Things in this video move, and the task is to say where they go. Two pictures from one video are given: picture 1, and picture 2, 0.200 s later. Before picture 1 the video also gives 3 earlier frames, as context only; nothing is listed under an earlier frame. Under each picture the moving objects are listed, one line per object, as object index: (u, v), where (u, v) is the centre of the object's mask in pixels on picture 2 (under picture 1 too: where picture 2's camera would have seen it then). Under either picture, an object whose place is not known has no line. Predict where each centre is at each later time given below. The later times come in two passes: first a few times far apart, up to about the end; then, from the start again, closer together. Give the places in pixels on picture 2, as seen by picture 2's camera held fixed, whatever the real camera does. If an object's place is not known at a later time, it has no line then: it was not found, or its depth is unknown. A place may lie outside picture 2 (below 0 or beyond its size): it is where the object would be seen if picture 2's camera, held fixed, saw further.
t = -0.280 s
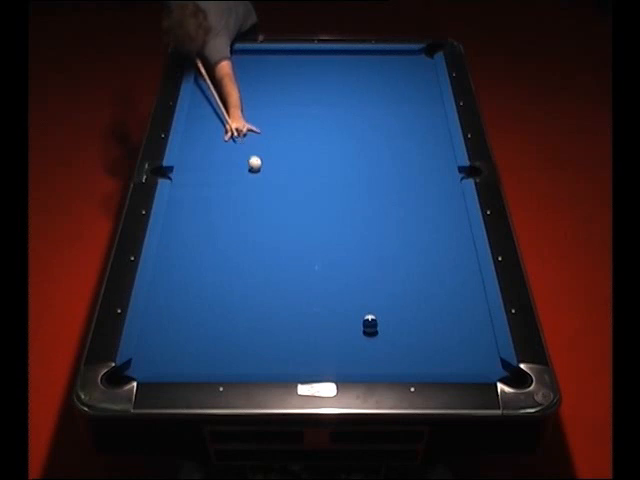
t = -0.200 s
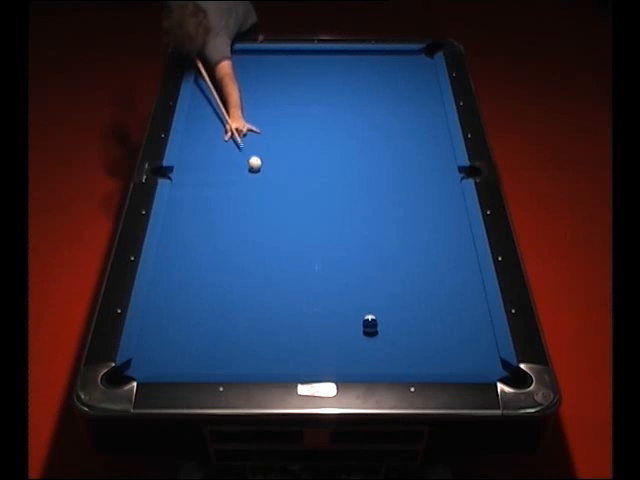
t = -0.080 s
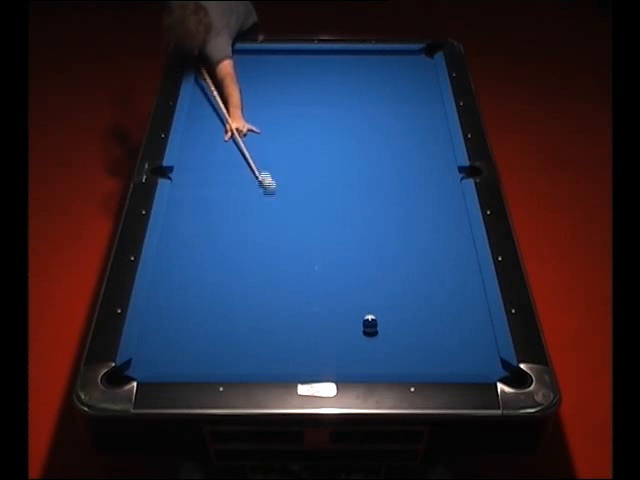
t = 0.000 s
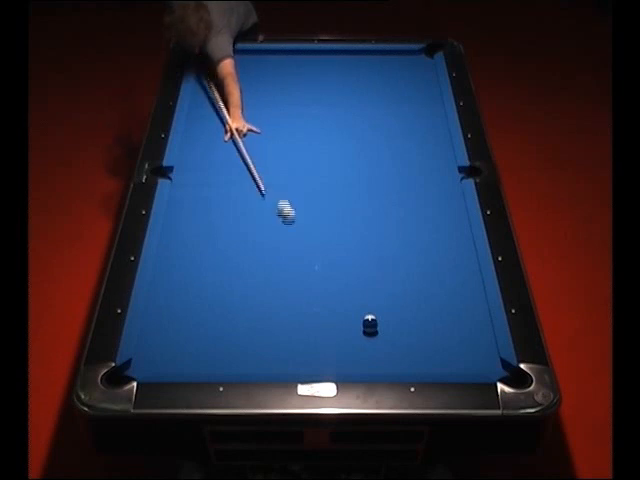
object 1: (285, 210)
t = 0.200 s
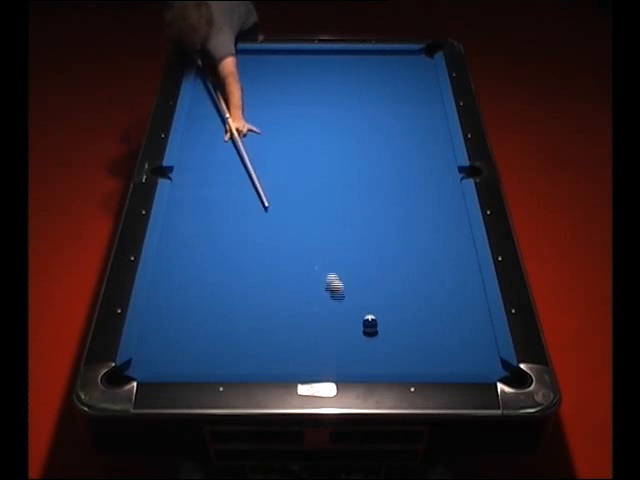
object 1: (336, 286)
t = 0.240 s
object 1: (346, 300)
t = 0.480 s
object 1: (322, 356)
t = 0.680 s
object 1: (285, 355)
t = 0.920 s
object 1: (240, 336)
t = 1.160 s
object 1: (197, 319)
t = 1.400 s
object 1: (157, 303)
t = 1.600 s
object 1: (171, 287)
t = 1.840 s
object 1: (195, 270)
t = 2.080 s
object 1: (216, 254)
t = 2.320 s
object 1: (236, 238)
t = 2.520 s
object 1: (252, 227)
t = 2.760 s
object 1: (269, 214)
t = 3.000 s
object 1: (285, 202)
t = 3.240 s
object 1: (300, 191)
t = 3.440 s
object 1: (311, 183)
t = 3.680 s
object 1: (324, 173)
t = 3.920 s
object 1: (335, 165)
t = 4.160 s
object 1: (346, 157)
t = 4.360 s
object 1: (354, 151)
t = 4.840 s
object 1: (369, 137)
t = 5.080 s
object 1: (377, 131)
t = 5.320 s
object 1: (385, 126)
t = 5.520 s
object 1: (391, 123)
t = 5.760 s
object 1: (397, 119)
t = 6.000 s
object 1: (402, 115)
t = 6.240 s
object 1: (407, 112)
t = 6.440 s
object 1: (411, 110)
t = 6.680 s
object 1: (415, 107)
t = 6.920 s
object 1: (418, 105)
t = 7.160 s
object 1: (421, 103)
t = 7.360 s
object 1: (424, 101)
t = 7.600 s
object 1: (425, 100)
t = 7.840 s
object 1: (426, 100)
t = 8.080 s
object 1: (427, 99)
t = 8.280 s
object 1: (427, 99)
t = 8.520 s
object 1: (427, 99)
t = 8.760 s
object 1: (427, 99)
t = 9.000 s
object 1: (427, 99)
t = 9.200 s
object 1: (428, 99)
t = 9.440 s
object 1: (428, 99)
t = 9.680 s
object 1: (428, 99)
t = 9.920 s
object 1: (428, 99)
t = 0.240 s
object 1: (346, 300)
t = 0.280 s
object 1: (354, 317)
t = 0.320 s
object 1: (350, 325)
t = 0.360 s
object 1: (343, 333)
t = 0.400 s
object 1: (335, 341)
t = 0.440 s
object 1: (329, 348)
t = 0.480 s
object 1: (322, 356)
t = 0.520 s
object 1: (317, 361)
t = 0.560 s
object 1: (311, 365)
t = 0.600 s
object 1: (302, 363)
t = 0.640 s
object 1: (294, 358)
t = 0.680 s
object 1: (285, 355)
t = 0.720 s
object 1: (278, 352)
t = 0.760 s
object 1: (270, 349)
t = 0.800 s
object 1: (263, 345)
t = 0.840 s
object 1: (255, 342)
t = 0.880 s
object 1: (247, 339)
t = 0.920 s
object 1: (240, 336)
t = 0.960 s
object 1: (232, 334)
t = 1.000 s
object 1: (225, 330)
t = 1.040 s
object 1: (218, 327)
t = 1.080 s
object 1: (211, 324)
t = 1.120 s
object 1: (204, 322)
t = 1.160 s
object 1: (197, 319)
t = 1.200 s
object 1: (190, 316)
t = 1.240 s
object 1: (183, 313)
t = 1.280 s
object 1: (177, 311)
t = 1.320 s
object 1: (170, 308)
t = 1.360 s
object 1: (164, 306)
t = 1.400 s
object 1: (157, 303)
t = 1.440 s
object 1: (153, 300)
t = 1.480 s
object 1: (158, 297)
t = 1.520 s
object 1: (163, 294)
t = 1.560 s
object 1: (167, 290)
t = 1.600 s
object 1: (171, 287)
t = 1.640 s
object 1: (175, 284)
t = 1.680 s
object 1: (180, 281)
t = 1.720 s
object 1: (183, 278)
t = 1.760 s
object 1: (187, 275)
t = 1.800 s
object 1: (191, 272)
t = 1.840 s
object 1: (195, 270)
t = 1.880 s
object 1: (199, 267)
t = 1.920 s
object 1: (202, 264)
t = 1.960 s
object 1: (206, 261)
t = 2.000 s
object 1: (209, 259)
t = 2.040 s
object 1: (213, 256)
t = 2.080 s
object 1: (216, 254)
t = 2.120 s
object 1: (220, 251)
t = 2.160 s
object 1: (223, 248)
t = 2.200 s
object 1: (227, 246)
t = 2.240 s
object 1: (230, 243)
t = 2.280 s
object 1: (233, 241)
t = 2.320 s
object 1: (236, 238)
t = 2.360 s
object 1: (240, 236)
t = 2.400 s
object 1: (243, 234)
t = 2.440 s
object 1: (246, 231)
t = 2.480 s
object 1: (249, 229)
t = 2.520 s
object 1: (252, 227)
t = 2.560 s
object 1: (255, 224)
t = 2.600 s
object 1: (258, 223)
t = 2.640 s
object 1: (261, 220)
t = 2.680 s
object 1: (264, 218)
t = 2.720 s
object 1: (266, 216)
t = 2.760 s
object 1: (269, 214)
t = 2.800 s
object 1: (272, 212)
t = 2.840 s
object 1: (275, 210)
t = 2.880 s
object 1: (277, 208)
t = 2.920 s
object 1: (280, 206)
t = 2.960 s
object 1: (282, 204)
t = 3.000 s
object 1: (285, 202)
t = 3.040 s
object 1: (288, 200)
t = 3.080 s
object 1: (290, 199)
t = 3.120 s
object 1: (292, 197)
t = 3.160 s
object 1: (295, 195)
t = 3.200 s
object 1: (297, 193)
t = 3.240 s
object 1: (300, 191)
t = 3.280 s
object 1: (302, 189)
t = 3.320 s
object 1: (305, 188)
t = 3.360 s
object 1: (307, 186)
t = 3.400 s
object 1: (309, 185)
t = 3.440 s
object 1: (311, 183)
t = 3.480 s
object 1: (313, 181)
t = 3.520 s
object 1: (315, 180)
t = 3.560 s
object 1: (318, 178)
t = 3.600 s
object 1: (320, 176)
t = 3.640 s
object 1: (322, 175)
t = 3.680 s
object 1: (324, 173)
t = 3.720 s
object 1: (326, 172)
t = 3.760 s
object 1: (328, 171)
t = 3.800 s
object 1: (330, 169)
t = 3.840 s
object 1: (332, 168)
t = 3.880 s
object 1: (334, 166)
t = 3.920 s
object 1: (335, 165)
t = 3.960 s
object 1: (337, 164)
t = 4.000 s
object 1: (339, 162)
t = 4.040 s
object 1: (341, 161)
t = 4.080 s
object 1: (343, 160)
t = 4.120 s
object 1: (344, 158)
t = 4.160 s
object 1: (346, 157)
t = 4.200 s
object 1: (348, 156)
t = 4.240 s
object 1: (349, 155)
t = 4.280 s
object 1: (351, 153)
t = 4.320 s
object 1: (353, 152)
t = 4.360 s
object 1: (354, 151)
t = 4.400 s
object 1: (356, 150)
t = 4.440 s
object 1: (357, 148)
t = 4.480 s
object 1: (358, 147)
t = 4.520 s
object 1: (357, 146)
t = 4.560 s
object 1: (356, 144)
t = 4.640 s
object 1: (359, 141)
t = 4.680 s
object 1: (361, 140)
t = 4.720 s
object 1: (363, 139)
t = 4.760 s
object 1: (365, 138)
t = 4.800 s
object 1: (367, 137)
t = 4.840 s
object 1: (369, 137)
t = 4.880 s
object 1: (370, 136)
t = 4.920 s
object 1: (372, 135)
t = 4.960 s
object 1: (373, 134)
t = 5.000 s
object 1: (375, 133)
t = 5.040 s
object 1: (376, 132)
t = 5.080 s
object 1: (377, 131)
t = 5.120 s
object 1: (379, 130)
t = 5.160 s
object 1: (380, 129)
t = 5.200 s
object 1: (382, 128)
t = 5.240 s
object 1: (383, 128)
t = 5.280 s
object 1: (384, 127)
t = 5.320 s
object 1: (385, 126)
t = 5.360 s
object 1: (386, 125)
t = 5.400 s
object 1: (387, 124)
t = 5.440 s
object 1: (388, 124)
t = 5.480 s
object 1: (390, 123)
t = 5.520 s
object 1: (391, 123)
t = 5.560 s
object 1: (392, 122)
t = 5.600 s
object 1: (393, 121)
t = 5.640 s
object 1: (394, 121)
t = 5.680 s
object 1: (395, 120)
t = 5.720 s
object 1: (396, 119)
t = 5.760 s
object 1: (397, 119)
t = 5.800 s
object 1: (398, 118)
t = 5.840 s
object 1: (399, 117)
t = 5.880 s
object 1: (400, 117)
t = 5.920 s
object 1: (401, 117)
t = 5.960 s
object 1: (401, 116)
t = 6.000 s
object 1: (402, 115)
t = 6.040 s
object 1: (403, 115)
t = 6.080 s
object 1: (404, 114)
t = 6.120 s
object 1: (405, 114)
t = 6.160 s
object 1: (406, 113)
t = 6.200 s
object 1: (407, 113)
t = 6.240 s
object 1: (407, 112)
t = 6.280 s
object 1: (408, 111)
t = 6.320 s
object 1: (409, 111)
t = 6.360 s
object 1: (410, 111)
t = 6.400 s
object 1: (410, 110)
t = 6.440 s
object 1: (411, 110)
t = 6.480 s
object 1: (412, 109)
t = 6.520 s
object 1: (412, 109)
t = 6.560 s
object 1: (413, 108)
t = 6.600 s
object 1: (414, 108)
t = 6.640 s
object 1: (414, 108)
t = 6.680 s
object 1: (415, 107)
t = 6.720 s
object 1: (416, 106)
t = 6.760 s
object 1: (416, 106)
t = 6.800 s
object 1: (417, 106)
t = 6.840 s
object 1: (418, 105)
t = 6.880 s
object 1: (418, 105)
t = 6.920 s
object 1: (418, 105)
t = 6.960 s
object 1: (419, 104)
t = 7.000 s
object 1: (420, 104)
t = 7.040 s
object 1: (420, 104)
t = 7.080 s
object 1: (420, 103)
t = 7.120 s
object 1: (421, 103)
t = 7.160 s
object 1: (421, 103)
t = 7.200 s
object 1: (422, 102)
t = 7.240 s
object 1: (422, 102)
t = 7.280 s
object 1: (423, 102)
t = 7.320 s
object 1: (423, 102)
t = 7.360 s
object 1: (424, 101)
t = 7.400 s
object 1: (424, 101)
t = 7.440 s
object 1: (424, 101)
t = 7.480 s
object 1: (424, 101)
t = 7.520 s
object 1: (425, 101)
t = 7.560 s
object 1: (425, 101)
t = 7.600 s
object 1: (425, 100)
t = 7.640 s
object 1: (425, 100)
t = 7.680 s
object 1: (426, 100)
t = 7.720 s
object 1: (426, 100)
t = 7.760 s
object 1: (426, 100)
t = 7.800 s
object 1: (426, 100)
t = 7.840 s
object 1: (426, 100)
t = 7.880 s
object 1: (427, 99)
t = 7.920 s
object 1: (427, 99)
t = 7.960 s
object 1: (427, 99)
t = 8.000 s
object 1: (427, 99)
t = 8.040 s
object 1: (427, 99)
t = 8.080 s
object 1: (427, 99)
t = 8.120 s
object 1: (427, 99)
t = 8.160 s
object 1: (428, 99)
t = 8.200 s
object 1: (427, 99)
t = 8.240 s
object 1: (427, 99)
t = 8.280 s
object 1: (427, 99)
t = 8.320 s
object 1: (427, 99)
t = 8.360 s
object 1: (427, 99)
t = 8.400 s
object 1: (427, 99)
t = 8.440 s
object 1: (427, 99)
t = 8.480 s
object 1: (427, 99)
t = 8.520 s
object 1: (427, 99)
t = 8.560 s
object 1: (427, 99)
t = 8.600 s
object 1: (427, 99)
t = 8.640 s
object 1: (427, 99)
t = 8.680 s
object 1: (427, 99)
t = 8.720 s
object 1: (427, 99)
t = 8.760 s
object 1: (427, 99)
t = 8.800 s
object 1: (427, 99)
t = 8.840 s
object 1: (427, 99)
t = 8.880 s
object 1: (427, 99)
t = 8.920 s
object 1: (427, 99)
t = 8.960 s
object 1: (427, 99)
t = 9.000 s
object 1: (427, 99)
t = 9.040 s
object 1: (427, 99)
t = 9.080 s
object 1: (427, 99)
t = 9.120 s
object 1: (427, 99)
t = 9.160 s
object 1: (427, 99)
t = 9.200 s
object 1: (428, 99)
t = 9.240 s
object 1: (428, 99)
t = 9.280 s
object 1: (428, 99)
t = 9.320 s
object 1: (428, 99)
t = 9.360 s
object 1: (428, 99)
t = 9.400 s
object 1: (427, 99)
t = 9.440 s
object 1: (428, 99)
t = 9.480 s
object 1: (428, 99)
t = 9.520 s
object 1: (428, 99)
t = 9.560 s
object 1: (428, 99)
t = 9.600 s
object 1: (428, 99)
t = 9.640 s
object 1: (428, 99)
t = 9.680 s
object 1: (428, 99)
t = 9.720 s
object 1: (428, 99)
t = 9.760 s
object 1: (428, 99)
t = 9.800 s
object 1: (428, 99)
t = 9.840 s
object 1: (428, 99)
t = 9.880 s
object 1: (428, 99)
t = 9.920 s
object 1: (428, 99)
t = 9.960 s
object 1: (428, 99)
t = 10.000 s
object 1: (428, 99)
